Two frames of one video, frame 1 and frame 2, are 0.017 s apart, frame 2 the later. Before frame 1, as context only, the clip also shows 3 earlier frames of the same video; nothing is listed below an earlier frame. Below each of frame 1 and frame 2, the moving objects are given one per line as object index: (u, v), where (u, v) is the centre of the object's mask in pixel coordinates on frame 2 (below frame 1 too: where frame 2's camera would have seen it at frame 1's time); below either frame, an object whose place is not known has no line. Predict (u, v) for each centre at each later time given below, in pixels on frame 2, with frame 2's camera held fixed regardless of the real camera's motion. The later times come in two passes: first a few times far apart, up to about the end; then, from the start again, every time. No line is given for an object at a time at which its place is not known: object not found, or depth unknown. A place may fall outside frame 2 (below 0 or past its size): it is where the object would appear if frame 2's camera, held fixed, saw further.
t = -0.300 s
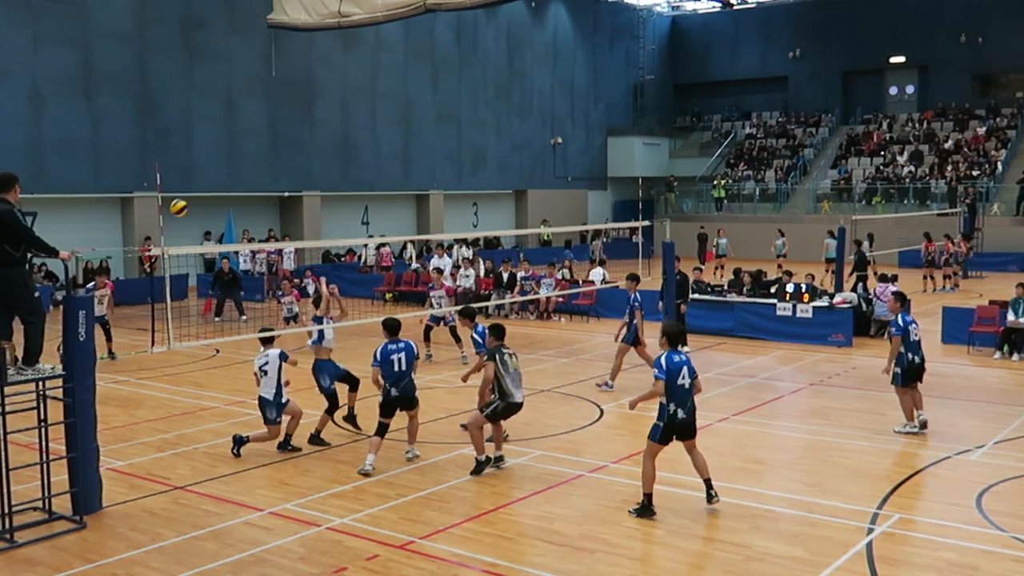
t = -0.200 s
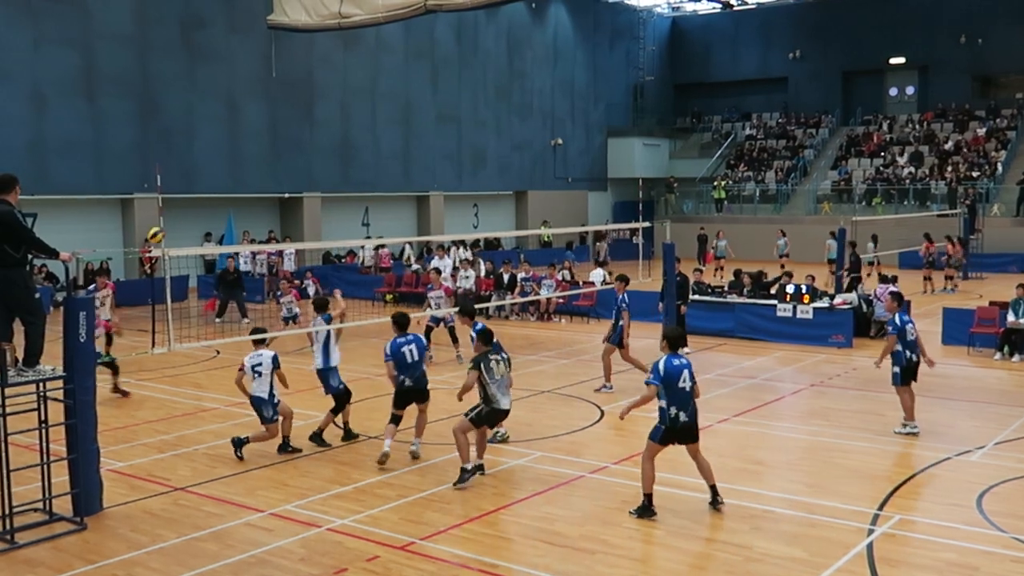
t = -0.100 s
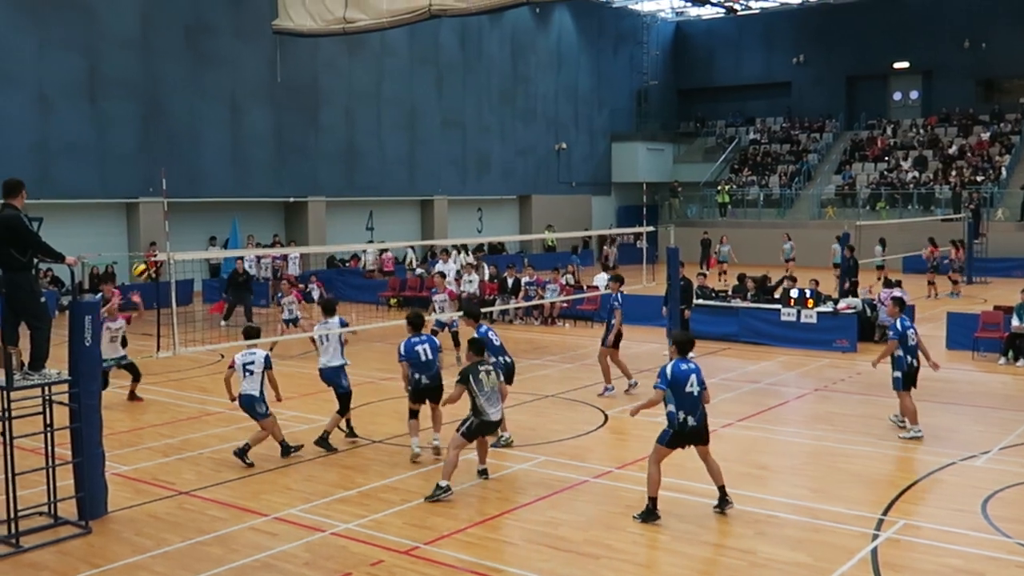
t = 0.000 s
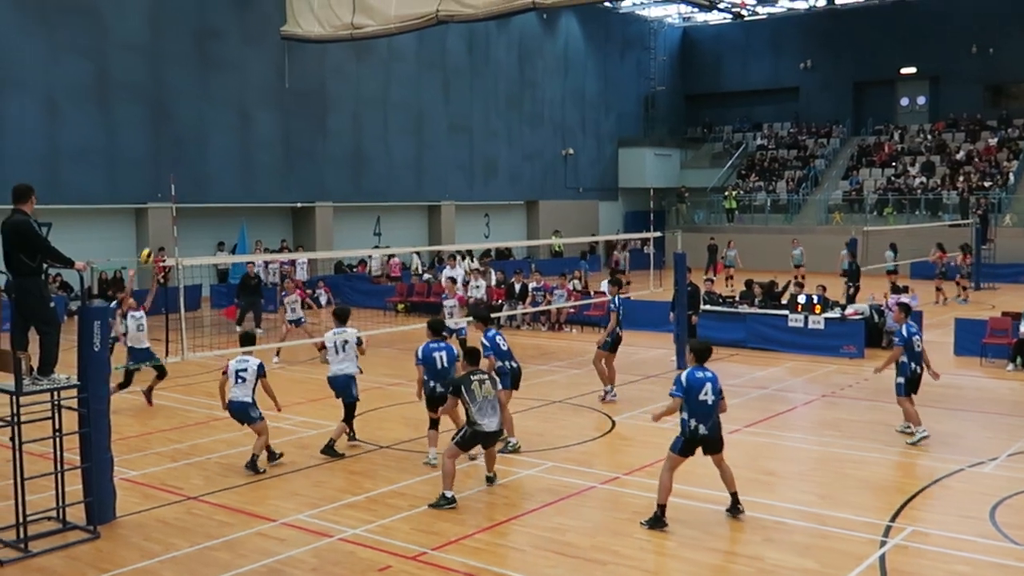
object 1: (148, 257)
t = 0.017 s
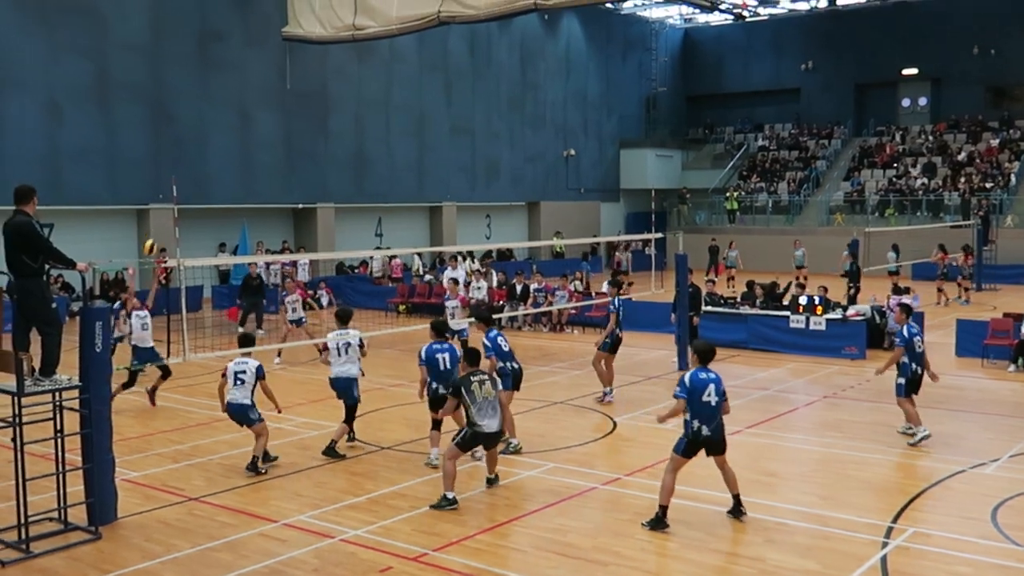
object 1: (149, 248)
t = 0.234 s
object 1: (175, 138)
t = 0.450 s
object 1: (202, 67)
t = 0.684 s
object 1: (232, 29)
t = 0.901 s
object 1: (258, 29)
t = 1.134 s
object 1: (287, 66)
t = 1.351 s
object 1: (313, 131)
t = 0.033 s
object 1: (151, 238)
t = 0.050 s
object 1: (153, 228)
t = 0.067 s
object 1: (155, 219)
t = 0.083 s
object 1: (157, 209)
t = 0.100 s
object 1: (159, 200)
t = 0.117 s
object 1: (161, 192)
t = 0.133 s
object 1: (164, 184)
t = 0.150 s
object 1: (165, 175)
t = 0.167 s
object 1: (167, 168)
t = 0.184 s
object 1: (169, 160)
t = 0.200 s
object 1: (171, 153)
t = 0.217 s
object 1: (173, 145)
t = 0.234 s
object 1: (175, 138)
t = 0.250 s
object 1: (177, 132)
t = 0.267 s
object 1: (179, 125)
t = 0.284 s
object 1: (181, 118)
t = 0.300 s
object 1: (183, 112)
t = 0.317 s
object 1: (185, 106)
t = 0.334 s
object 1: (187, 100)
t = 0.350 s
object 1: (189, 95)
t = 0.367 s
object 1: (191, 90)
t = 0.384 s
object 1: (193, 85)
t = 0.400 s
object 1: (196, 80)
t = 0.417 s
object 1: (198, 75)
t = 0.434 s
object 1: (200, 71)
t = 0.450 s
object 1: (202, 67)
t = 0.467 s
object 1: (204, 63)
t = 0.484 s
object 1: (206, 59)
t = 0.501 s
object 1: (208, 55)
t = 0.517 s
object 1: (210, 52)
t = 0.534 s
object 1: (212, 49)
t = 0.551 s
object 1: (215, 46)
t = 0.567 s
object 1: (216, 43)
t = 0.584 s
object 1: (219, 40)
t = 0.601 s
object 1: (221, 38)
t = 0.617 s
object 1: (223, 36)
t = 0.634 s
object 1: (225, 34)
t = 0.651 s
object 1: (227, 32)
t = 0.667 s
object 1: (229, 30)
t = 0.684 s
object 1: (232, 29)
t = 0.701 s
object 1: (234, 28)
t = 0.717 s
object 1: (236, 27)
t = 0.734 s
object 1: (238, 26)
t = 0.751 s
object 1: (240, 26)
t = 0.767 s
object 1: (241, 25)
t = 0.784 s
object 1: (244, 25)
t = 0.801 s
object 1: (246, 25)
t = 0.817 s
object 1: (248, 25)
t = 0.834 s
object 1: (250, 26)
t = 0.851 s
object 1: (252, 27)
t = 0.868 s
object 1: (255, 27)
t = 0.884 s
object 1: (257, 28)
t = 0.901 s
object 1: (258, 29)
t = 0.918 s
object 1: (261, 31)
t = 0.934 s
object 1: (263, 32)
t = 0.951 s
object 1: (265, 34)
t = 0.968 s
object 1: (267, 36)
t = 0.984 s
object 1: (269, 38)
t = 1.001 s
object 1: (271, 40)
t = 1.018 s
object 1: (273, 43)
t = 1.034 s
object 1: (275, 46)
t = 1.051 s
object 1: (277, 49)
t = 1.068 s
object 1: (279, 51)
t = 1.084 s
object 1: (282, 55)
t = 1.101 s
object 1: (284, 59)
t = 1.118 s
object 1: (285, 62)
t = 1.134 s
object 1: (287, 66)
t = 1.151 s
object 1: (290, 70)
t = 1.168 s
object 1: (291, 74)
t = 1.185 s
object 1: (293, 78)
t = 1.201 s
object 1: (295, 83)
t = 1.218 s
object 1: (297, 88)
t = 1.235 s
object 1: (299, 92)
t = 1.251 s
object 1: (301, 98)
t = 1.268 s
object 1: (303, 103)
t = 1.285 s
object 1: (305, 108)
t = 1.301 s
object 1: (307, 113)
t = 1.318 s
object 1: (309, 119)
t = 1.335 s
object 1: (311, 125)
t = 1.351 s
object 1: (313, 131)
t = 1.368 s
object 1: (315, 137)
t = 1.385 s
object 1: (317, 143)
